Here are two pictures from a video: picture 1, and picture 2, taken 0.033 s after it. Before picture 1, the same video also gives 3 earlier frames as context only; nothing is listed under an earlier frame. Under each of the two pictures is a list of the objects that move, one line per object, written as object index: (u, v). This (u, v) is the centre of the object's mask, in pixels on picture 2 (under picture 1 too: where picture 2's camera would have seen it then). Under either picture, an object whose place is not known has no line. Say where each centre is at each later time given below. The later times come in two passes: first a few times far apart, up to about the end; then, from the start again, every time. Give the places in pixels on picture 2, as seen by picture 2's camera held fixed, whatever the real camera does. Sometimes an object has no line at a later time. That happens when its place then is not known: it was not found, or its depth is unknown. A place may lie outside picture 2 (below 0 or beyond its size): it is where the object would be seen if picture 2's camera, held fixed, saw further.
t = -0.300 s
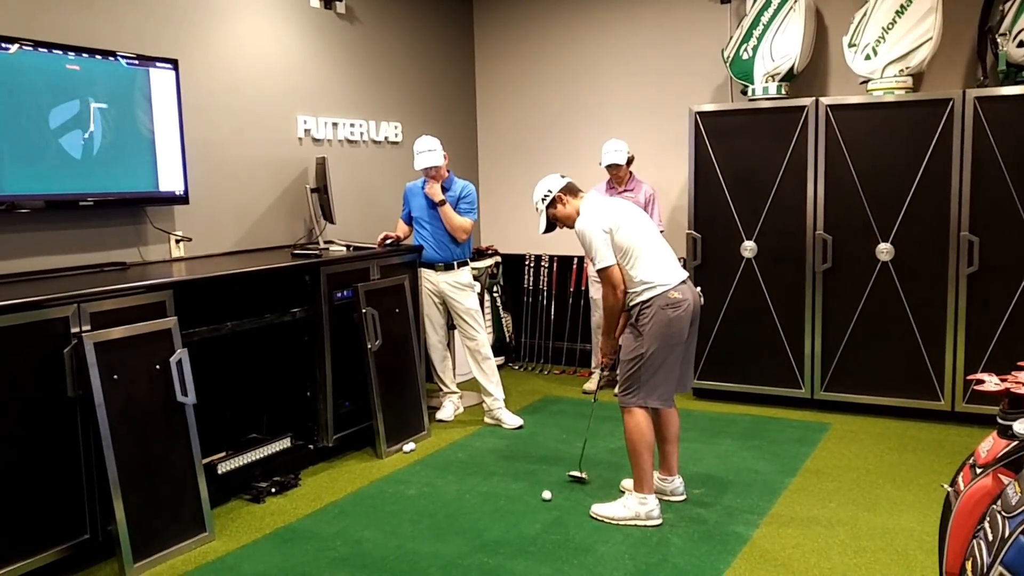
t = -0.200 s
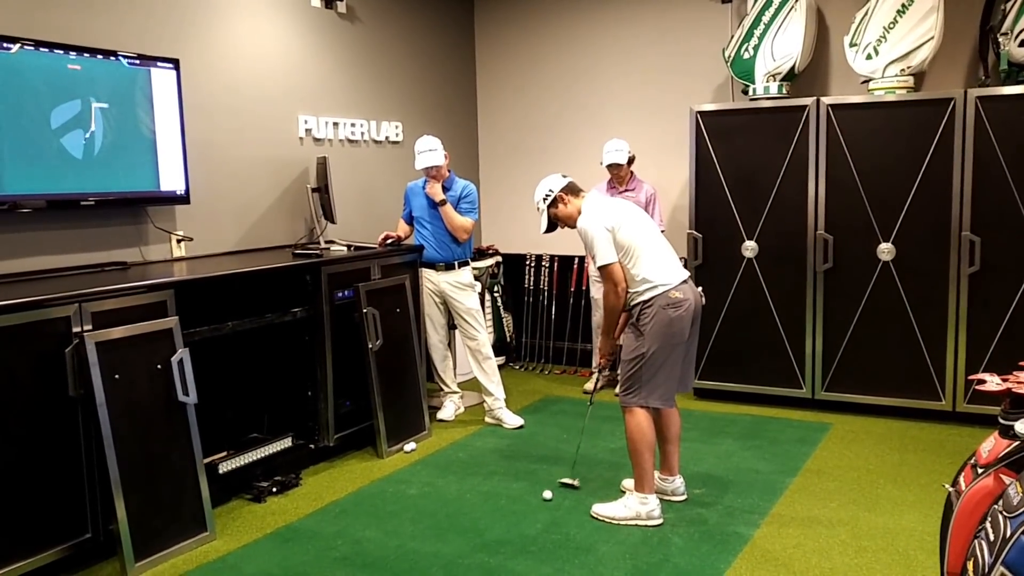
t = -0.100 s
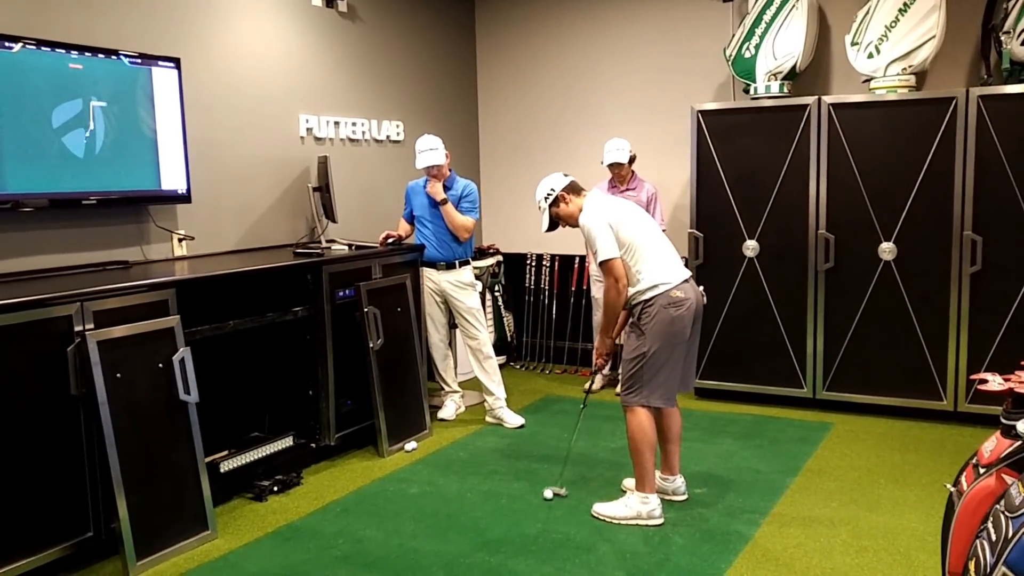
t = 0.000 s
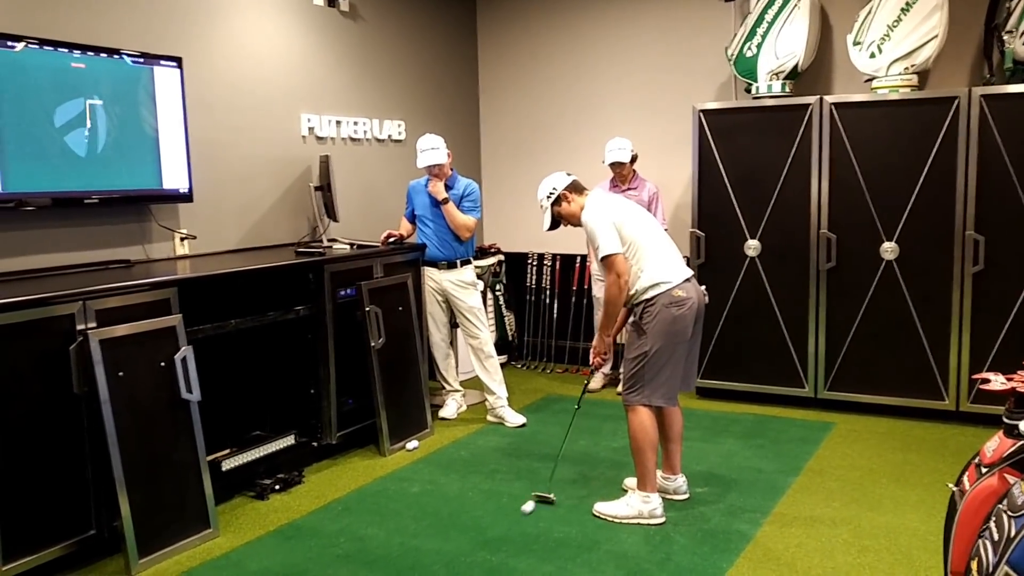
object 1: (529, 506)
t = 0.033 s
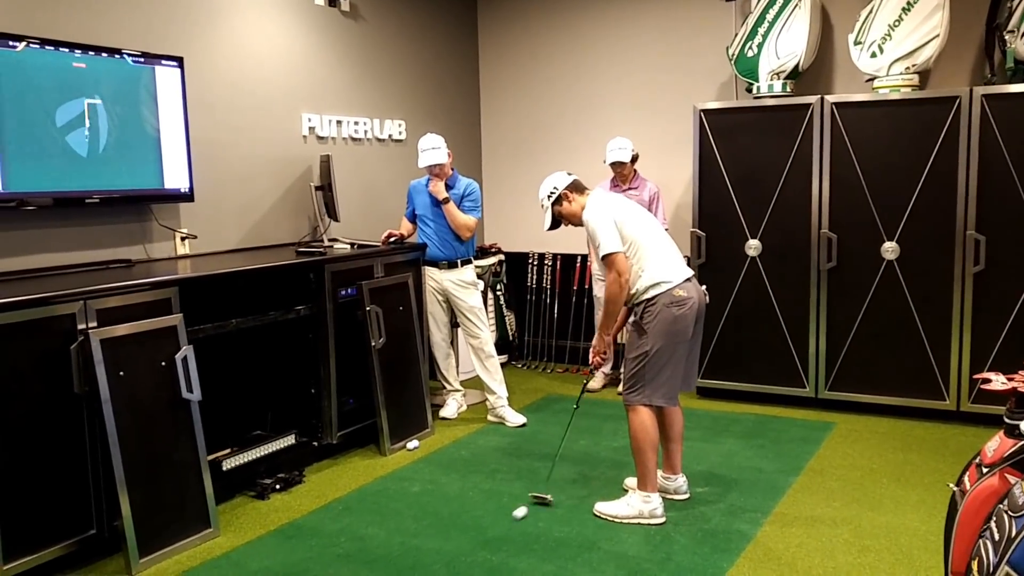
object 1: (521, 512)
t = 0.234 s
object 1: (471, 544)
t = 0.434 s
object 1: (422, 575)
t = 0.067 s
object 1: (511, 519)
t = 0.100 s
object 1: (503, 524)
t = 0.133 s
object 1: (495, 529)
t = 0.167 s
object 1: (487, 534)
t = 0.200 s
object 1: (479, 539)
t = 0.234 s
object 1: (471, 544)
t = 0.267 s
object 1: (464, 549)
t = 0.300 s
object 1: (455, 555)
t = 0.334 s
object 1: (447, 560)
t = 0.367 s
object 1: (439, 565)
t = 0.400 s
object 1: (430, 570)
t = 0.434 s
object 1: (422, 575)
